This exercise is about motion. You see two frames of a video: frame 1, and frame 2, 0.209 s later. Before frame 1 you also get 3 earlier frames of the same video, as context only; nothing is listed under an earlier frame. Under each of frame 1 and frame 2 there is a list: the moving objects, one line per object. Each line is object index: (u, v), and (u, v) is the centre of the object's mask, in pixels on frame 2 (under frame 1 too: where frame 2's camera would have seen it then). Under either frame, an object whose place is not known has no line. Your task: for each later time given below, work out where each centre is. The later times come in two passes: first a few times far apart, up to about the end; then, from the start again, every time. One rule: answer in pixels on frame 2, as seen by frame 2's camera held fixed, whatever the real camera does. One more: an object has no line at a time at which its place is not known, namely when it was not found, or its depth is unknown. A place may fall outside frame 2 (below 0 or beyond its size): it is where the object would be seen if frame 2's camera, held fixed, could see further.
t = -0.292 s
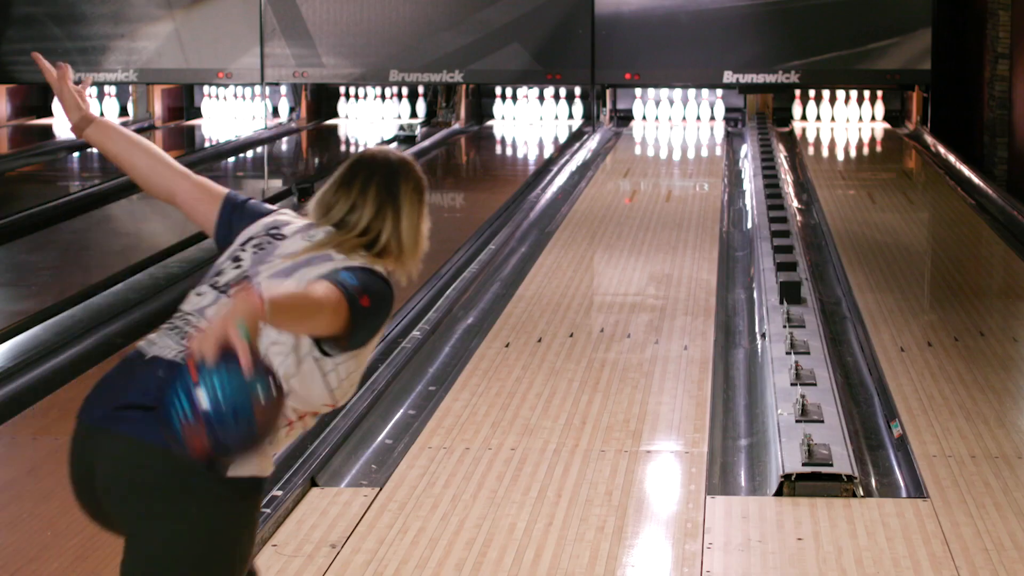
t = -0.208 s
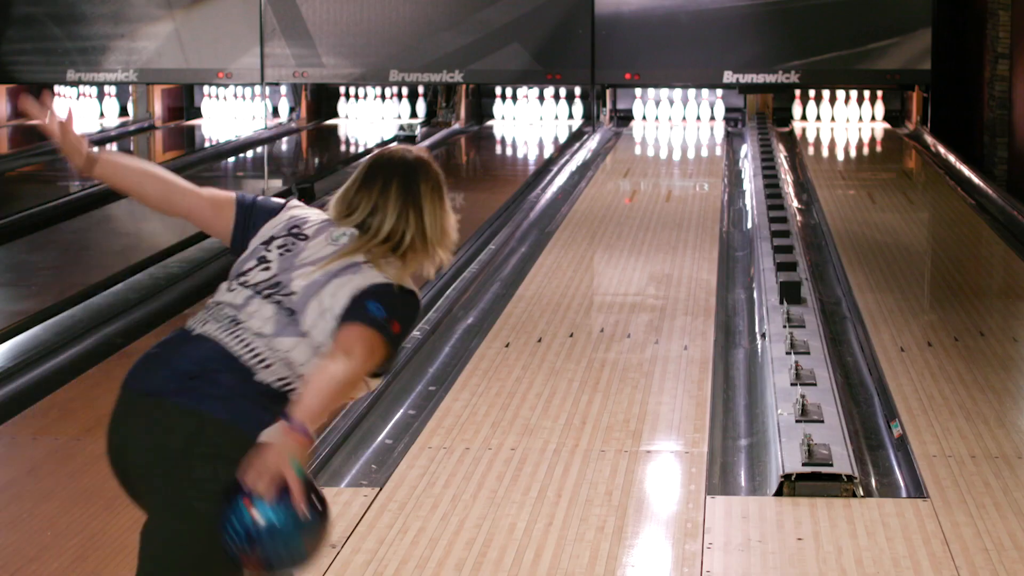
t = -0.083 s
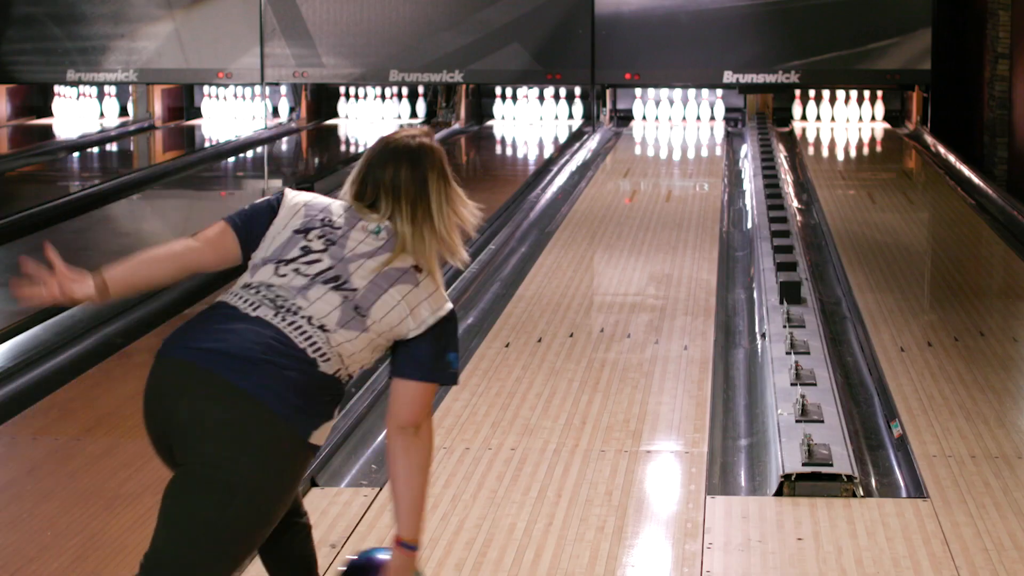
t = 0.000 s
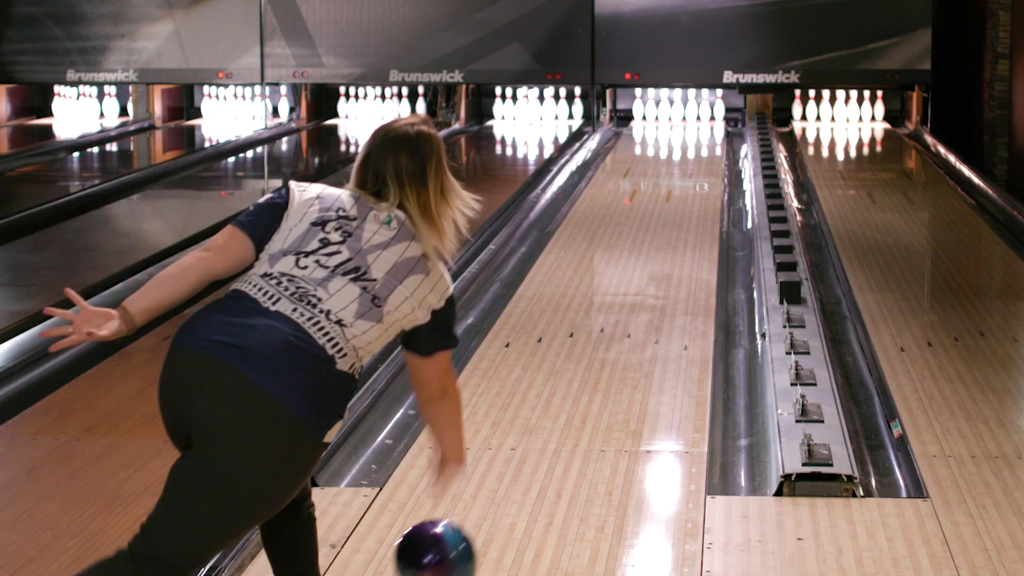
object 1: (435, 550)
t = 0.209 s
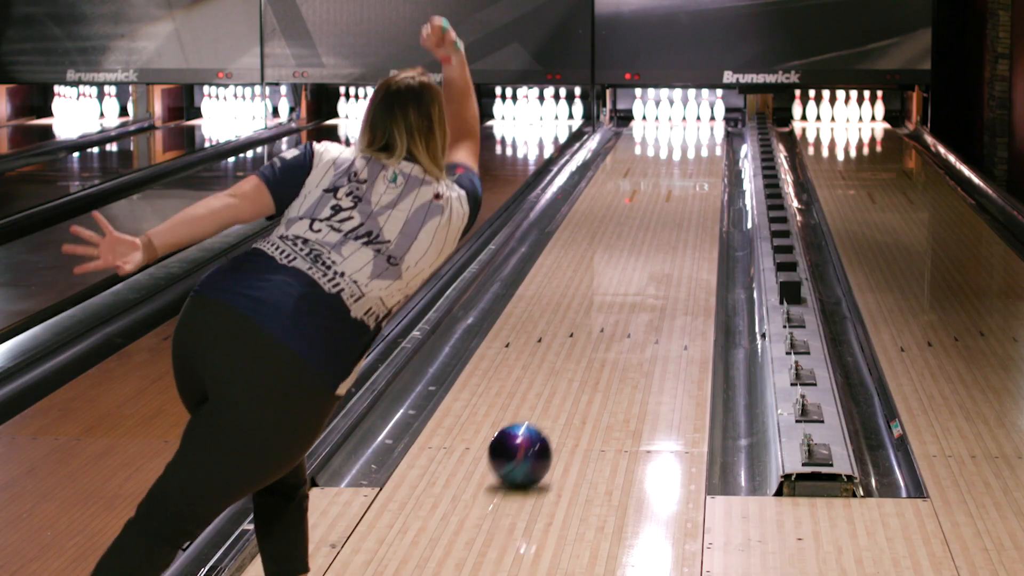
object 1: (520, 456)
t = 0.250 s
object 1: (533, 435)
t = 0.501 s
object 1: (589, 342)
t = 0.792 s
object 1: (632, 272)
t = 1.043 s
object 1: (656, 229)
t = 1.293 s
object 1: (674, 198)
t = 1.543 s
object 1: (688, 173)
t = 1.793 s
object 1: (697, 154)
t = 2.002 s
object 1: (701, 141)
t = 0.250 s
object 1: (533, 435)
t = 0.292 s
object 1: (544, 417)
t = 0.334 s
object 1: (555, 399)
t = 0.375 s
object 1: (564, 384)
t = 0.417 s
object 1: (574, 369)
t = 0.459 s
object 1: (582, 355)
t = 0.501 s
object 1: (589, 342)
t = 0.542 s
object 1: (597, 330)
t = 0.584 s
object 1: (604, 319)
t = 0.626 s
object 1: (610, 309)
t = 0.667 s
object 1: (616, 299)
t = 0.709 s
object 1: (621, 290)
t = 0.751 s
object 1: (627, 281)
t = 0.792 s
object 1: (632, 272)
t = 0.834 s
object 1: (636, 264)
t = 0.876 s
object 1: (641, 256)
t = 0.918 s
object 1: (645, 249)
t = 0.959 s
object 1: (649, 242)
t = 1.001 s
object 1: (653, 235)
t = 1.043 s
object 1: (656, 229)
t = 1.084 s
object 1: (659, 223)
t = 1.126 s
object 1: (663, 218)
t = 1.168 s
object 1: (666, 212)
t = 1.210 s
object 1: (669, 207)
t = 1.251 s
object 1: (671, 203)
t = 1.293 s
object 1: (674, 198)
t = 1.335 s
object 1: (677, 193)
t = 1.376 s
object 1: (679, 189)
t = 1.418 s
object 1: (681, 185)
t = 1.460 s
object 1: (684, 181)
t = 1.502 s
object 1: (686, 177)
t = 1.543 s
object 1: (688, 173)
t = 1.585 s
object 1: (690, 170)
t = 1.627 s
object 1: (691, 166)
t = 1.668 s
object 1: (693, 163)
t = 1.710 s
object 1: (695, 160)
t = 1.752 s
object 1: (696, 157)
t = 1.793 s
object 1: (697, 154)
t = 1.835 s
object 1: (699, 151)
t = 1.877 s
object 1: (700, 148)
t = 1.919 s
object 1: (700, 145)
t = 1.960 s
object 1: (701, 143)
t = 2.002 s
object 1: (701, 141)
